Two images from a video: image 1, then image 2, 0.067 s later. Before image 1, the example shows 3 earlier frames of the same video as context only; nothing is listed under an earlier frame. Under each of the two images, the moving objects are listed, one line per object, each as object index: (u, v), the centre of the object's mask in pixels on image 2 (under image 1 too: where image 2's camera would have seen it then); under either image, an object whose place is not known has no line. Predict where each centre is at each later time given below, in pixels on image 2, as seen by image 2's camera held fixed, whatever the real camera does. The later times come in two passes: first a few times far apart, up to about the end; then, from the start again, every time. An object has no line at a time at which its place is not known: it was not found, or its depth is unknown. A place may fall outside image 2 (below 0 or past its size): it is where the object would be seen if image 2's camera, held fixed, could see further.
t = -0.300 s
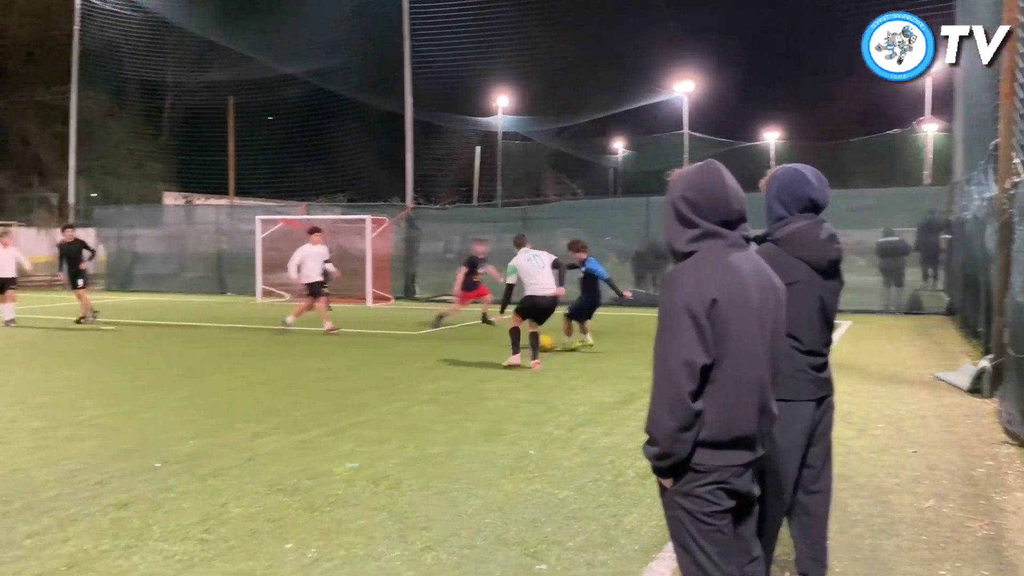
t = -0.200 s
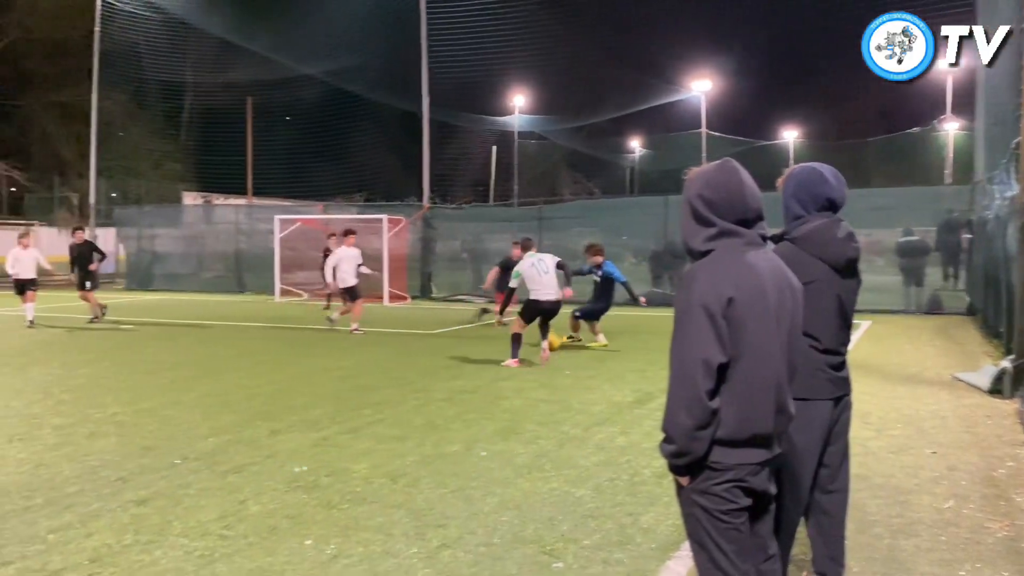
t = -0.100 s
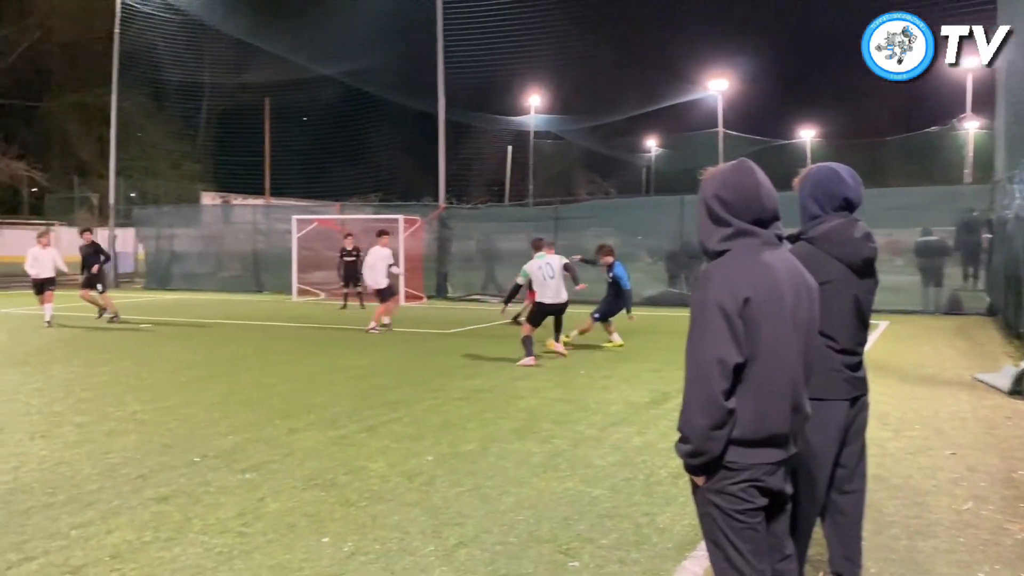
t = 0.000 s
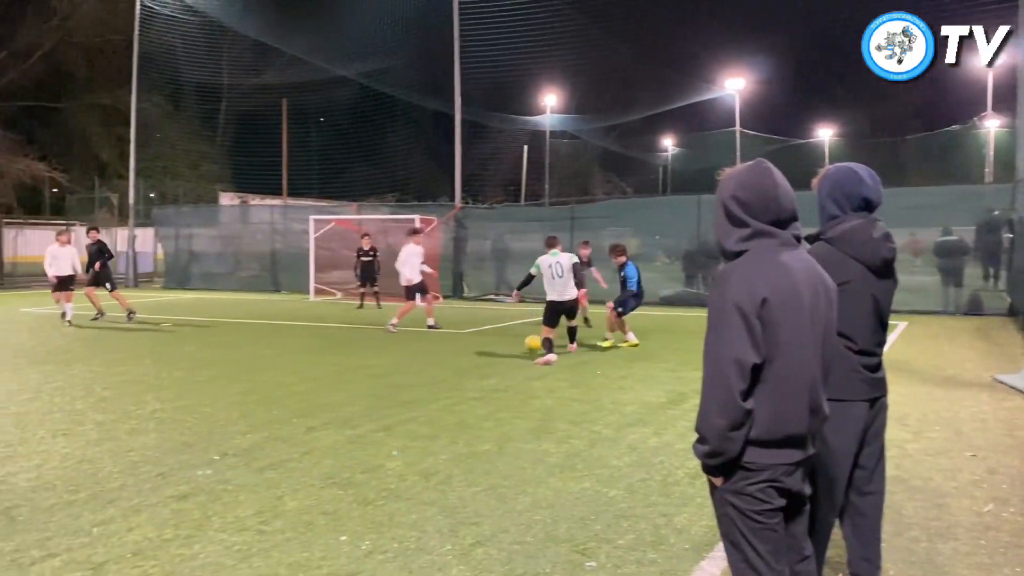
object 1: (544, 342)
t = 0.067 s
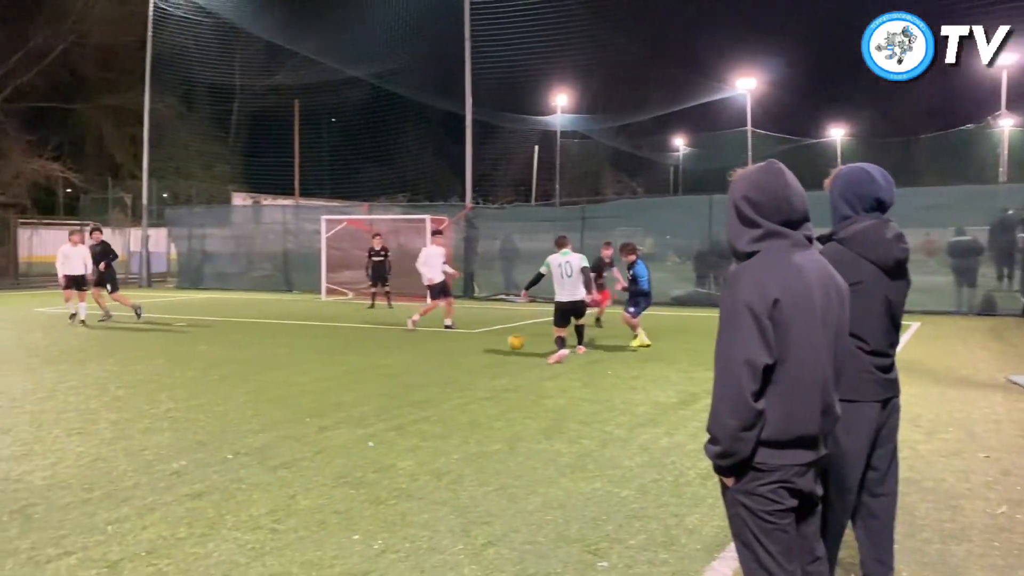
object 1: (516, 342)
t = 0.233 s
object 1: (456, 341)
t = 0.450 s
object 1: (393, 340)
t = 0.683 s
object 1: (334, 338)
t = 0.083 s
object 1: (509, 342)
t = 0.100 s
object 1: (502, 342)
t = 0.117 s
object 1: (495, 343)
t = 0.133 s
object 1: (488, 344)
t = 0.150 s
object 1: (482, 343)
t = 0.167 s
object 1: (477, 342)
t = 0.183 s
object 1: (471, 341)
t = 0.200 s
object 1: (466, 340)
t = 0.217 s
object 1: (460, 340)
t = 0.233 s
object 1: (456, 341)
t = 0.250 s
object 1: (449, 341)
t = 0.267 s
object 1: (444, 340)
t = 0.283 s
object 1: (439, 340)
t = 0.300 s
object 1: (434, 340)
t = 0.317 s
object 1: (429, 341)
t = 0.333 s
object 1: (424, 341)
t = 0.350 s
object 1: (419, 341)
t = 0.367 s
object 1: (414, 341)
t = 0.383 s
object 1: (410, 340)
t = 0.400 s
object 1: (406, 340)
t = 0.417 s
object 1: (401, 340)
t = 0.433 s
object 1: (397, 340)
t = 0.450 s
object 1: (393, 340)
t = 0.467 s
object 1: (388, 340)
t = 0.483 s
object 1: (384, 340)
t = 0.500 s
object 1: (380, 340)
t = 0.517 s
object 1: (376, 339)
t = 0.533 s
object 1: (371, 338)
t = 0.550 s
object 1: (367, 338)
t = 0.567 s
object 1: (363, 338)
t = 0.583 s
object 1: (359, 338)
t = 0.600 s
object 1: (354, 337)
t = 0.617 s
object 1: (350, 338)
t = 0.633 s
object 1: (346, 338)
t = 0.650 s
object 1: (342, 339)
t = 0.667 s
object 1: (338, 338)
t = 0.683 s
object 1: (334, 338)
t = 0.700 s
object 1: (330, 338)
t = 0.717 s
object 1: (326, 338)
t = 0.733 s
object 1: (322, 338)
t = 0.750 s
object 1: (318, 338)
